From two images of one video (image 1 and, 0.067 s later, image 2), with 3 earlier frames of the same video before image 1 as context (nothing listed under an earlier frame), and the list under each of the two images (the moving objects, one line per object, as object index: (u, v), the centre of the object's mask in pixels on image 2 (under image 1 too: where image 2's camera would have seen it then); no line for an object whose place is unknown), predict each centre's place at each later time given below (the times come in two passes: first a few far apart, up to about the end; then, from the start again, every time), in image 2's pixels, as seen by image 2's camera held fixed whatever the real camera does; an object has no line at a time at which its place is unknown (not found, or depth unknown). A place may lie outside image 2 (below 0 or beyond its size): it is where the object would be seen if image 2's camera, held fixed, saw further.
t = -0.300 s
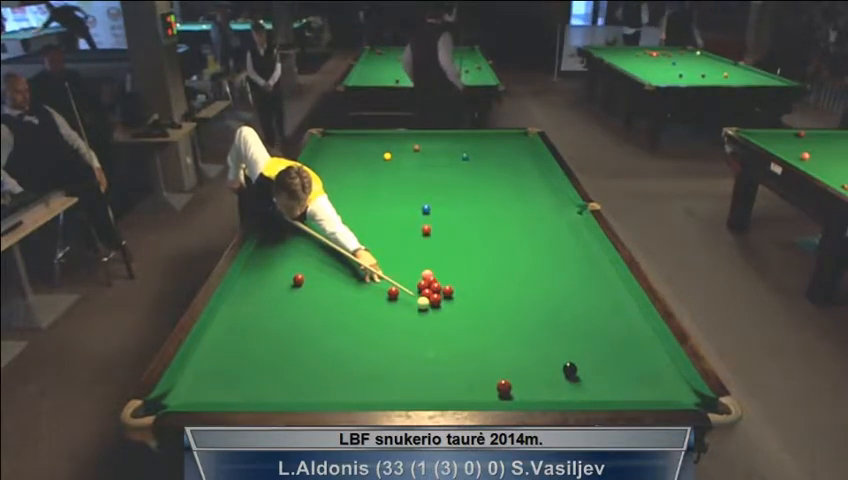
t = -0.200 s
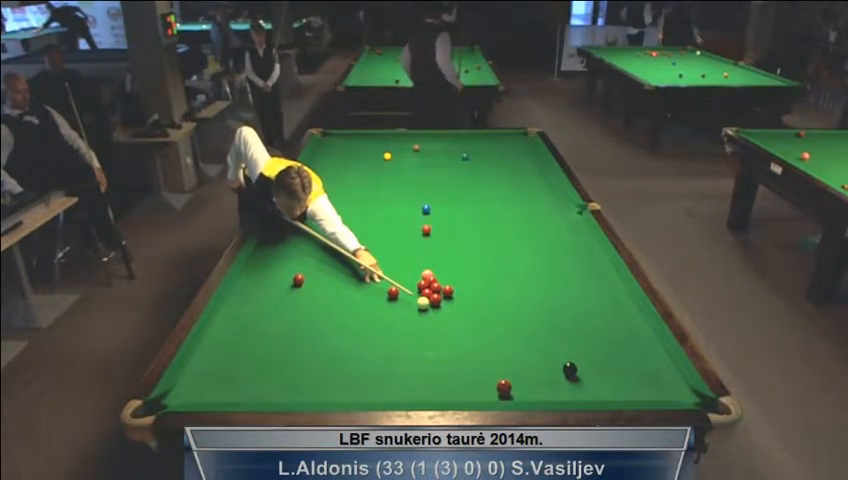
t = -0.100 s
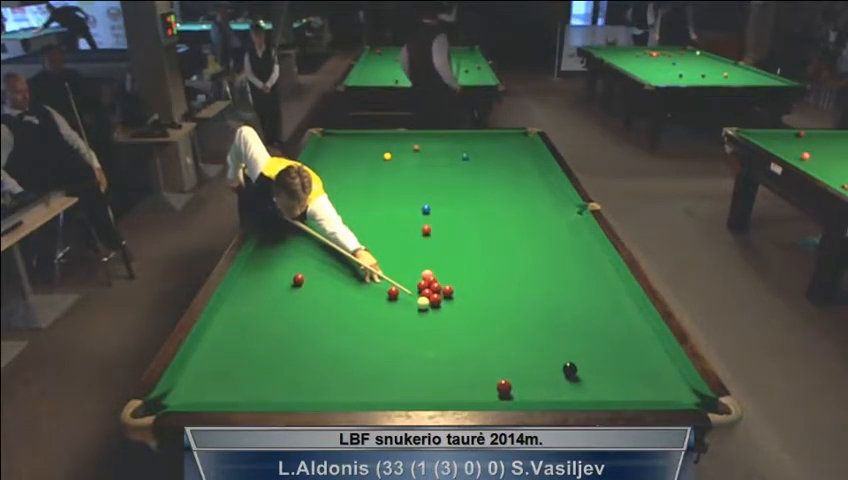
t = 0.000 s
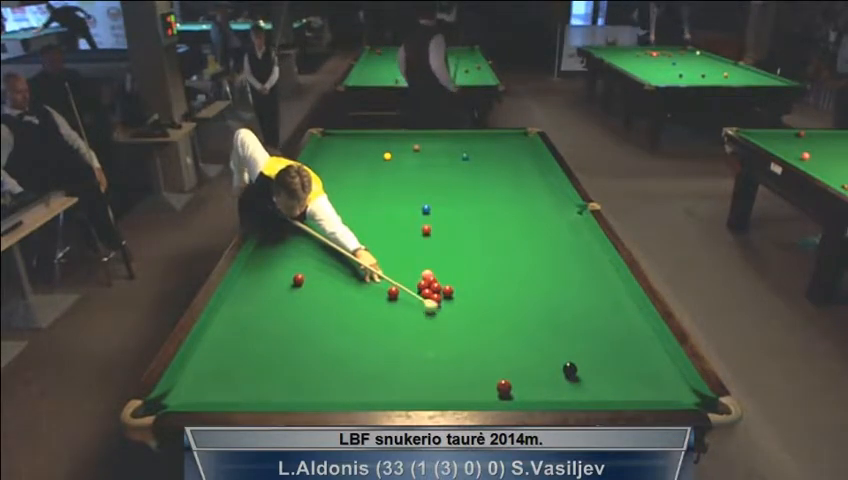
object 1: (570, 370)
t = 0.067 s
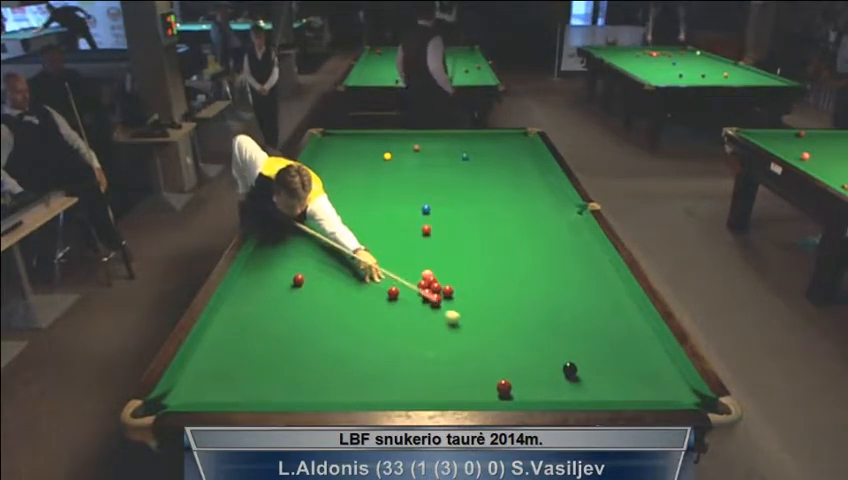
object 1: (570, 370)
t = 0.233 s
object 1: (569, 369)
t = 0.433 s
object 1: (611, 375)
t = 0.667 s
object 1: (684, 388)
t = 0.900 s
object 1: (657, 389)
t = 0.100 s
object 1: (569, 369)
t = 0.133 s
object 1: (569, 369)
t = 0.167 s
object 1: (569, 369)
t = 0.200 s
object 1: (569, 369)
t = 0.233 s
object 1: (569, 369)
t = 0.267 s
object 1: (570, 369)
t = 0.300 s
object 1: (570, 369)
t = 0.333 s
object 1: (571, 369)
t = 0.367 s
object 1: (585, 372)
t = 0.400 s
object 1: (599, 374)
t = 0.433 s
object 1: (611, 375)
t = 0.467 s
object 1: (623, 377)
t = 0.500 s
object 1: (634, 379)
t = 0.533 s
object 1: (645, 380)
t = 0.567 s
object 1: (656, 382)
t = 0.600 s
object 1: (666, 384)
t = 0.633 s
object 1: (677, 385)
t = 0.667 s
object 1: (684, 388)
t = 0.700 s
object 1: (679, 390)
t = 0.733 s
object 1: (676, 392)
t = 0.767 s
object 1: (673, 394)
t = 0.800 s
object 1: (669, 394)
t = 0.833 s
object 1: (665, 393)
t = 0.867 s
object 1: (661, 391)
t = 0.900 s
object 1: (657, 389)
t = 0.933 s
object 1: (653, 388)
